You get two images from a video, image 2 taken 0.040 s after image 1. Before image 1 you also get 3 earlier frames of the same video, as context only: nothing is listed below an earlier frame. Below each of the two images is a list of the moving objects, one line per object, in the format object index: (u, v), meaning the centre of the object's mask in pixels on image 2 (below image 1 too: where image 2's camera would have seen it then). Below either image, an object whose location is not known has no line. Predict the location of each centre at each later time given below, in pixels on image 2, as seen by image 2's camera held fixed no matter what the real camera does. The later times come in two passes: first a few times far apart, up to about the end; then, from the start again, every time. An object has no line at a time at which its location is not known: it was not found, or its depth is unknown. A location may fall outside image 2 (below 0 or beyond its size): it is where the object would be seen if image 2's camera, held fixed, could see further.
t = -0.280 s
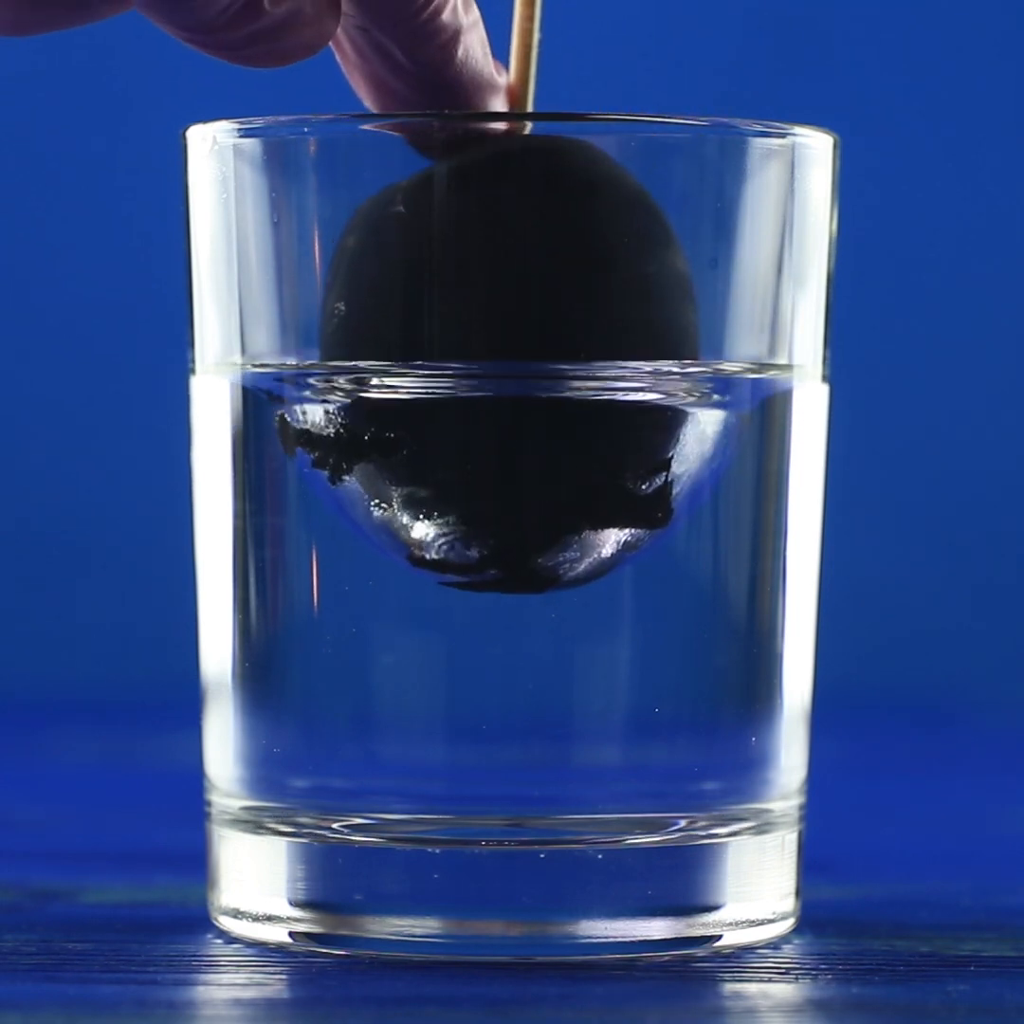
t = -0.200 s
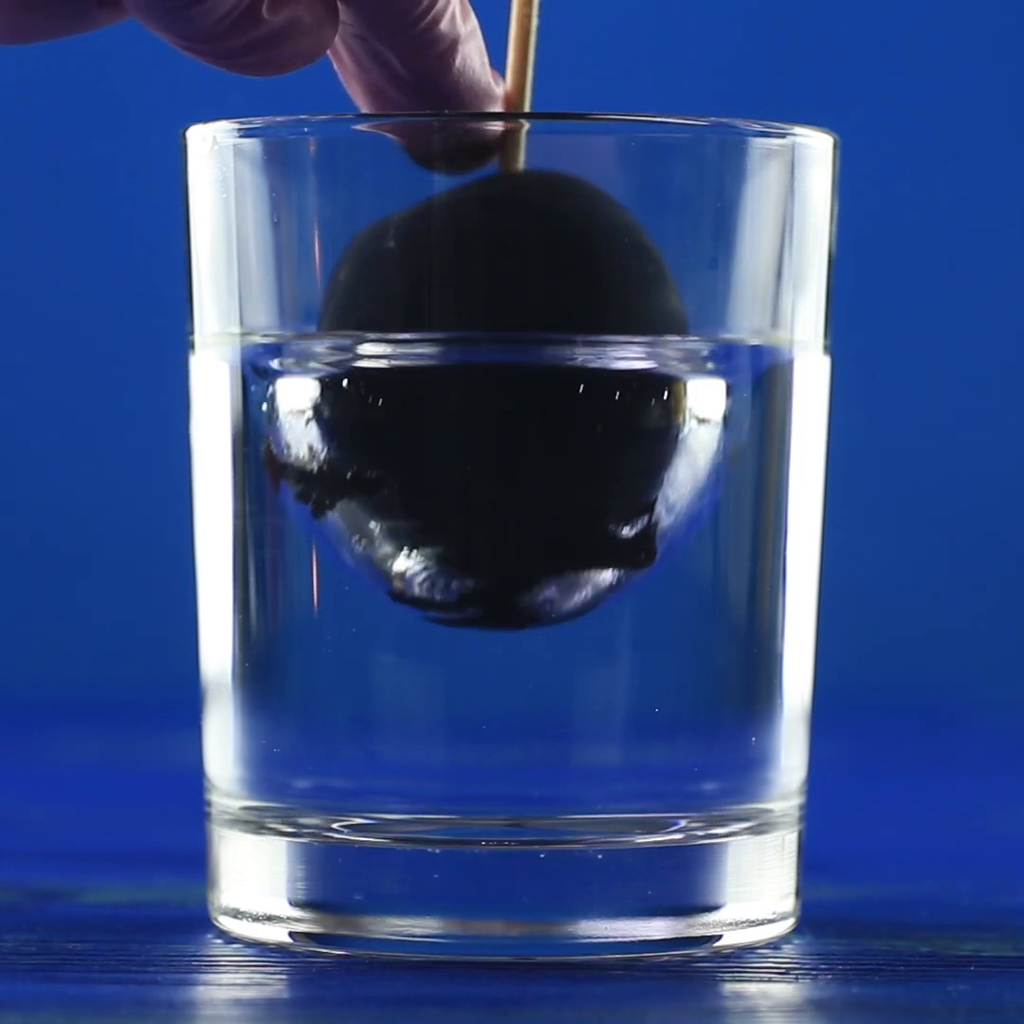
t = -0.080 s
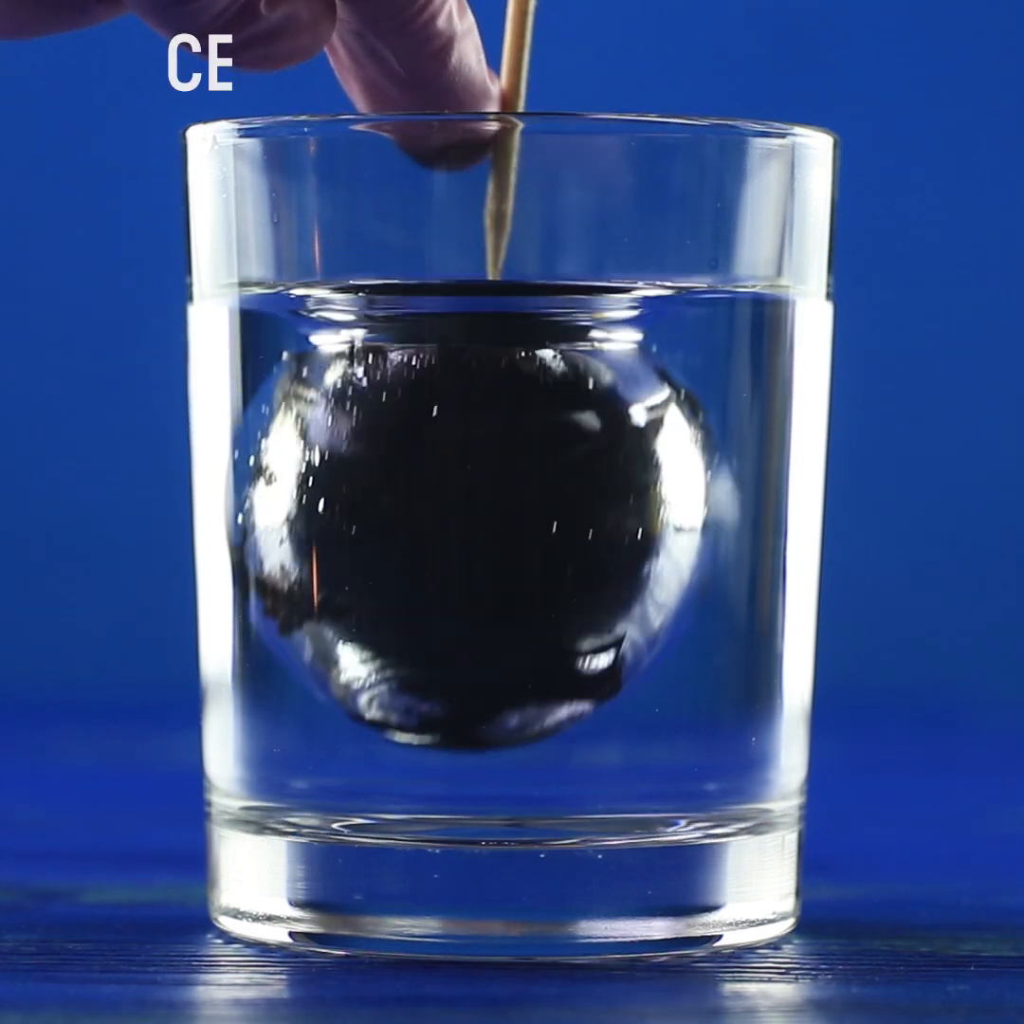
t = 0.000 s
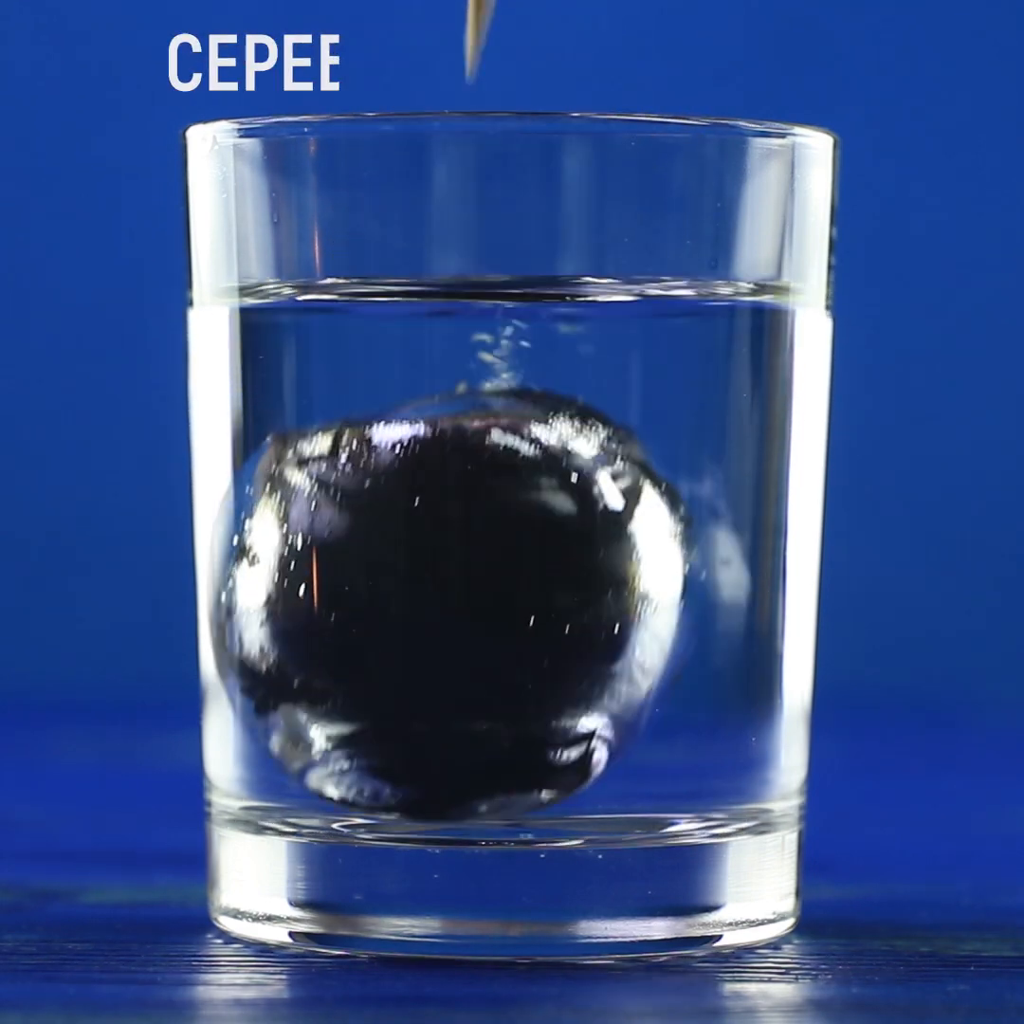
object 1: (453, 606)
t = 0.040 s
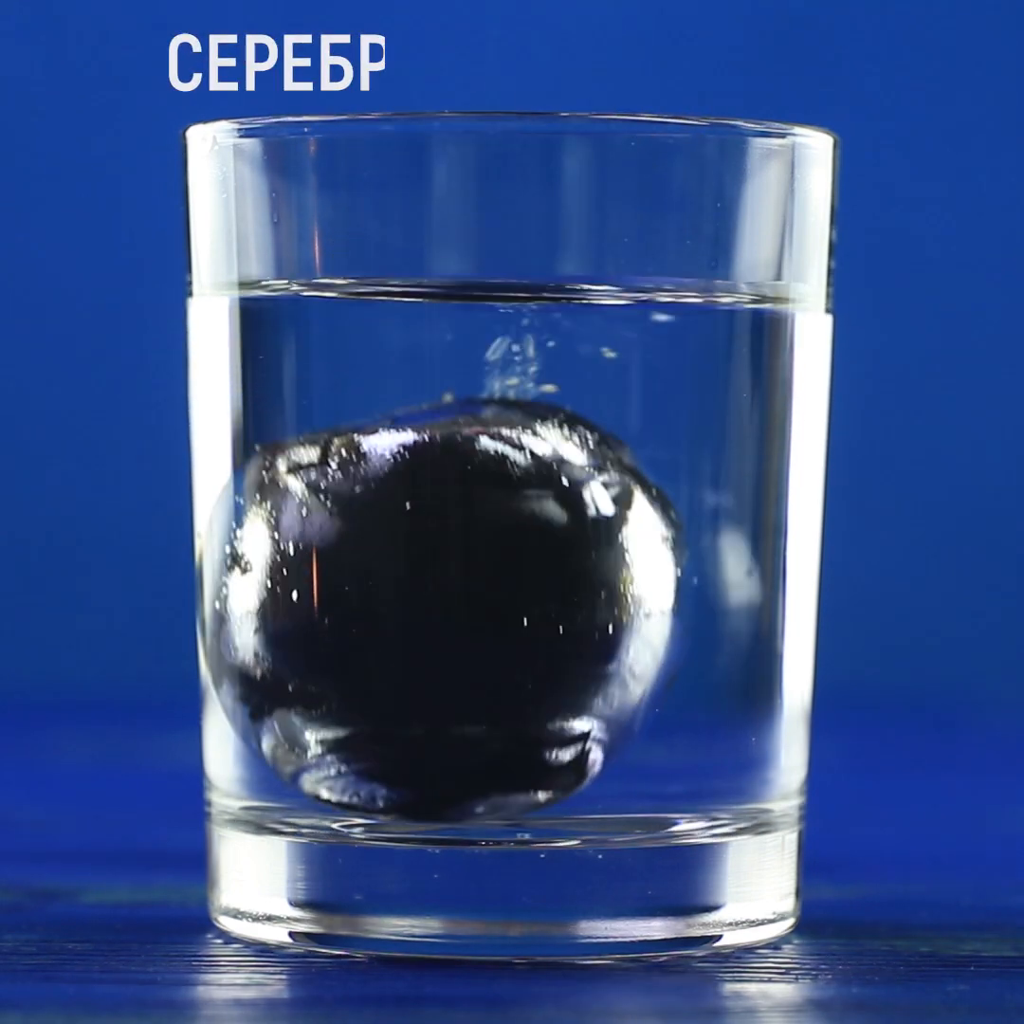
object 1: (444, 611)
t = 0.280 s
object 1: (429, 554)
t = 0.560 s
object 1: (463, 602)
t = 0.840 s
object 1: (522, 633)
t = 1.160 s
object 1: (561, 648)
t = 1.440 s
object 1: (550, 646)
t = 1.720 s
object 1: (529, 648)
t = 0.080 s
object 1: (442, 585)
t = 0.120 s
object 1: (438, 565)
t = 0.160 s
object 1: (435, 551)
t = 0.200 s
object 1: (430, 544)
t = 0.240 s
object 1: (428, 547)
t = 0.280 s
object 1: (429, 554)
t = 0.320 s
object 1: (428, 563)
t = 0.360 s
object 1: (429, 576)
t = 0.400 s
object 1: (435, 596)
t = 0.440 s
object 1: (439, 617)
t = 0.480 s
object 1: (442, 609)
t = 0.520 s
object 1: (453, 603)
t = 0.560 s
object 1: (463, 602)
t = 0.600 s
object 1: (469, 603)
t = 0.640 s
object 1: (477, 610)
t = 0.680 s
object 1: (486, 620)
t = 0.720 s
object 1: (499, 618)
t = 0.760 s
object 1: (505, 619)
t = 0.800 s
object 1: (514, 627)
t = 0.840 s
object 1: (522, 633)
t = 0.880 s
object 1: (528, 636)
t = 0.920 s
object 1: (534, 642)
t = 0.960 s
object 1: (545, 647)
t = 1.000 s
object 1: (549, 648)
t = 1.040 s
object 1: (553, 647)
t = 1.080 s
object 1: (558, 648)
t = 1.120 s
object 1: (561, 647)
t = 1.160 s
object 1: (561, 648)
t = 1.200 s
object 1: (561, 647)
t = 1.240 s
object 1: (560, 648)
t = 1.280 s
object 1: (559, 647)
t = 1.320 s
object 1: (558, 648)
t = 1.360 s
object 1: (556, 647)
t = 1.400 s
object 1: (554, 647)
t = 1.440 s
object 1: (550, 646)
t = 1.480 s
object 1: (545, 646)
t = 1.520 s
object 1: (541, 646)
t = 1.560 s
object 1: (538, 647)
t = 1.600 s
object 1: (534, 647)
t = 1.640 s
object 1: (532, 648)
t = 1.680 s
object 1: (531, 648)
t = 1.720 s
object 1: (529, 648)
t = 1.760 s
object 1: (528, 648)
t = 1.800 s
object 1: (527, 648)
